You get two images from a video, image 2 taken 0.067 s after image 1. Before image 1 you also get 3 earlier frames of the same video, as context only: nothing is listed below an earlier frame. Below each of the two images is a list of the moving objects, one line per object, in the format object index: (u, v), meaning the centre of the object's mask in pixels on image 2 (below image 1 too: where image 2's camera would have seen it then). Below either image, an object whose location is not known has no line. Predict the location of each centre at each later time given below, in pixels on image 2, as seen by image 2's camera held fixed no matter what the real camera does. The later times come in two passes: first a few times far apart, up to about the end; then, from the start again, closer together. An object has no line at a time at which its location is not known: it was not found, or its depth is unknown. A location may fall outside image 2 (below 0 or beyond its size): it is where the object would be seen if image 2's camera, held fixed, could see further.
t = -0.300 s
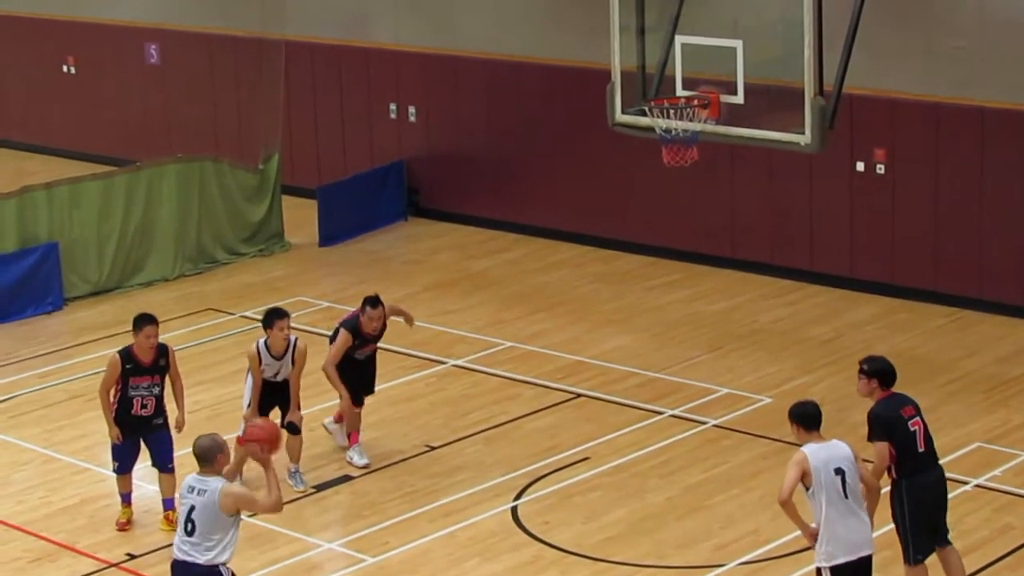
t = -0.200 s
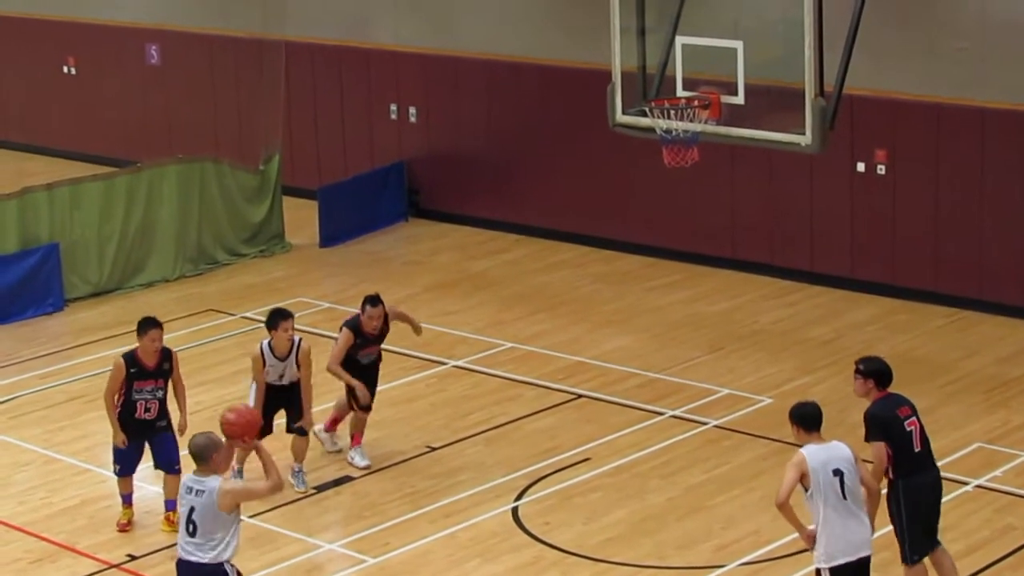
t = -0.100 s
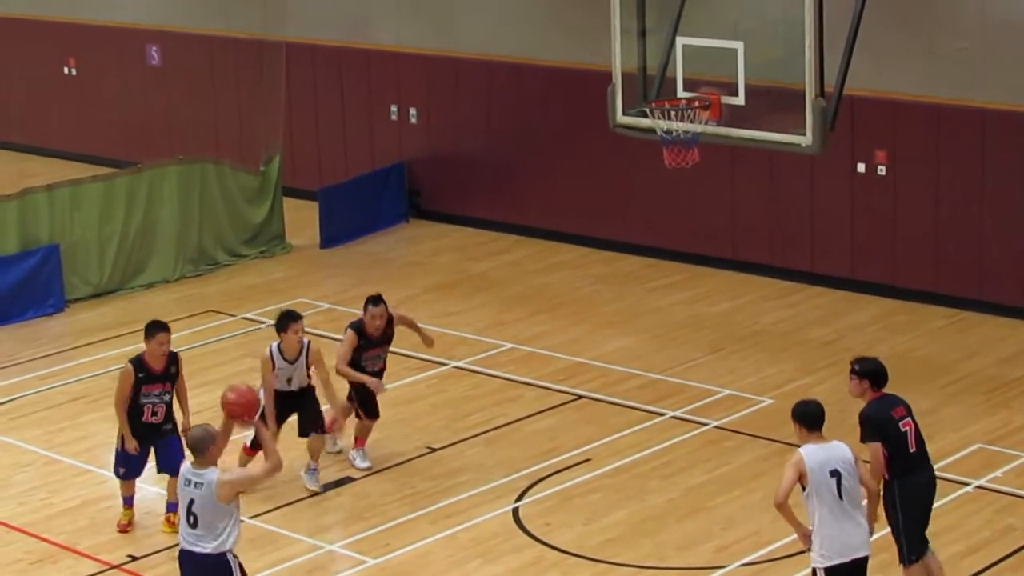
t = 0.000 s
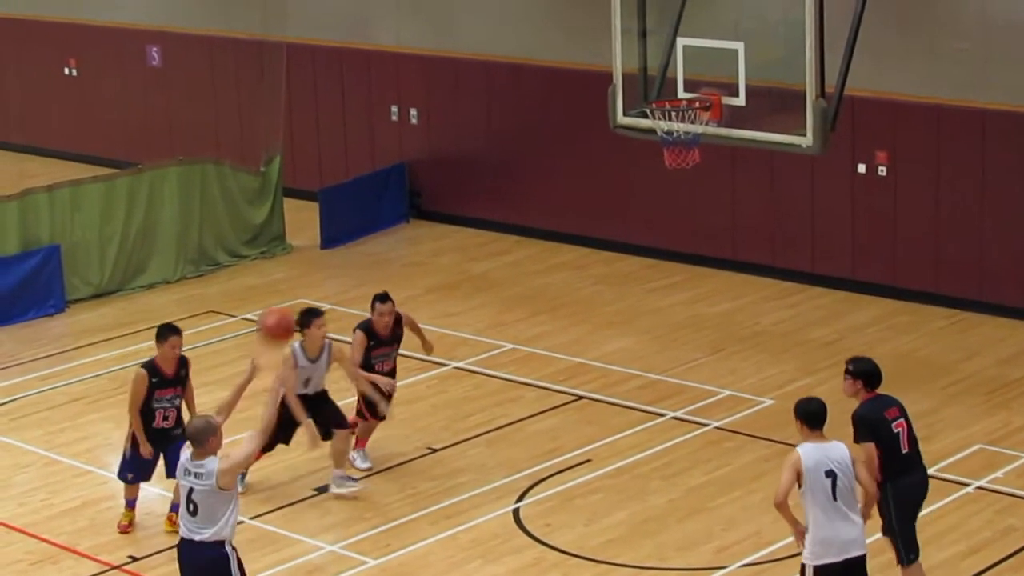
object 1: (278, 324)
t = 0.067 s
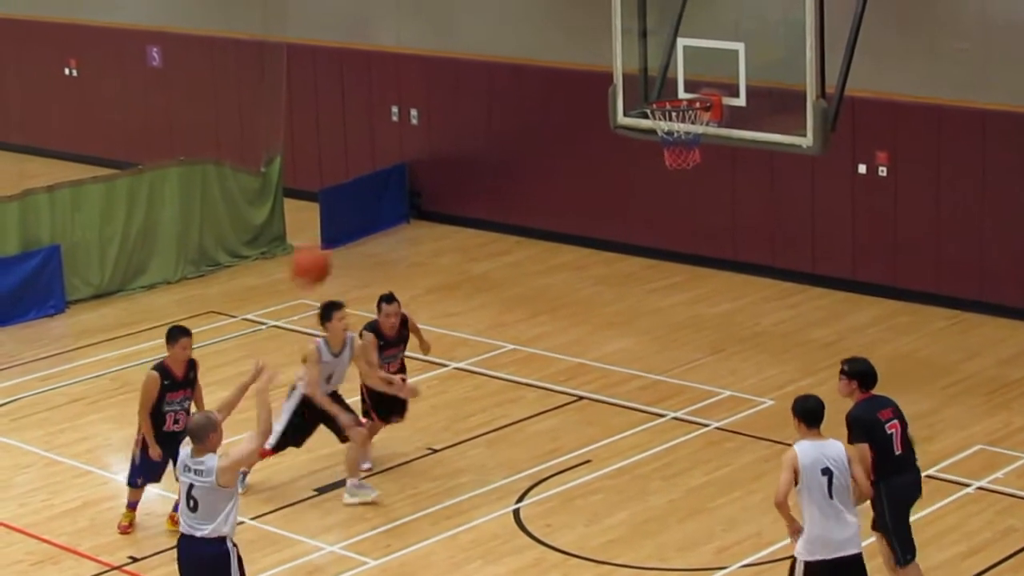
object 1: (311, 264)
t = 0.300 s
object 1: (426, 121)
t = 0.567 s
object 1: (548, 67)
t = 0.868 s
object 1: (634, 103)
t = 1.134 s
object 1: (540, 161)
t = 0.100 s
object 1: (328, 238)
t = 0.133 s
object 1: (344, 216)
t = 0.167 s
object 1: (360, 193)
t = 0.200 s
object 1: (377, 172)
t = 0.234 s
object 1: (393, 154)
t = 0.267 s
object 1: (409, 138)
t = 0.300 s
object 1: (426, 121)
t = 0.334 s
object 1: (441, 108)
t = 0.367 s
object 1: (457, 98)
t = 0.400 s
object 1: (473, 88)
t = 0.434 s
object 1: (487, 80)
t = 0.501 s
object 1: (517, 70)
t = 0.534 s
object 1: (533, 68)
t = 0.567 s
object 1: (548, 67)
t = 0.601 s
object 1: (563, 67)
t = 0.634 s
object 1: (578, 69)
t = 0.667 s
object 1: (592, 72)
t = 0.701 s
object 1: (605, 77)
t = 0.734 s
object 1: (619, 83)
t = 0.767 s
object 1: (633, 90)
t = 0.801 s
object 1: (646, 99)
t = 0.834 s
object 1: (645, 102)
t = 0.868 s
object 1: (634, 103)
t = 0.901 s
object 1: (621, 105)
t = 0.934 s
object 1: (610, 108)
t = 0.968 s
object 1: (599, 112)
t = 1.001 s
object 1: (587, 119)
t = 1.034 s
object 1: (576, 127)
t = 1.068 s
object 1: (564, 137)
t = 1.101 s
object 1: (551, 148)
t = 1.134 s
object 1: (540, 161)
